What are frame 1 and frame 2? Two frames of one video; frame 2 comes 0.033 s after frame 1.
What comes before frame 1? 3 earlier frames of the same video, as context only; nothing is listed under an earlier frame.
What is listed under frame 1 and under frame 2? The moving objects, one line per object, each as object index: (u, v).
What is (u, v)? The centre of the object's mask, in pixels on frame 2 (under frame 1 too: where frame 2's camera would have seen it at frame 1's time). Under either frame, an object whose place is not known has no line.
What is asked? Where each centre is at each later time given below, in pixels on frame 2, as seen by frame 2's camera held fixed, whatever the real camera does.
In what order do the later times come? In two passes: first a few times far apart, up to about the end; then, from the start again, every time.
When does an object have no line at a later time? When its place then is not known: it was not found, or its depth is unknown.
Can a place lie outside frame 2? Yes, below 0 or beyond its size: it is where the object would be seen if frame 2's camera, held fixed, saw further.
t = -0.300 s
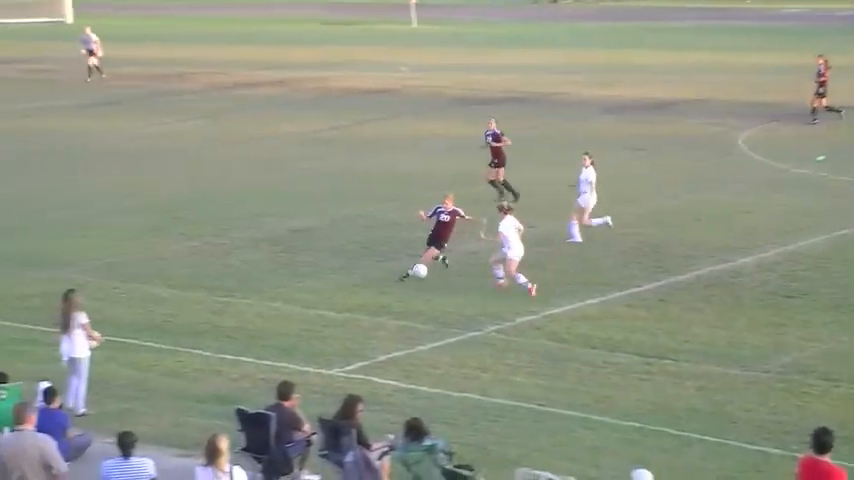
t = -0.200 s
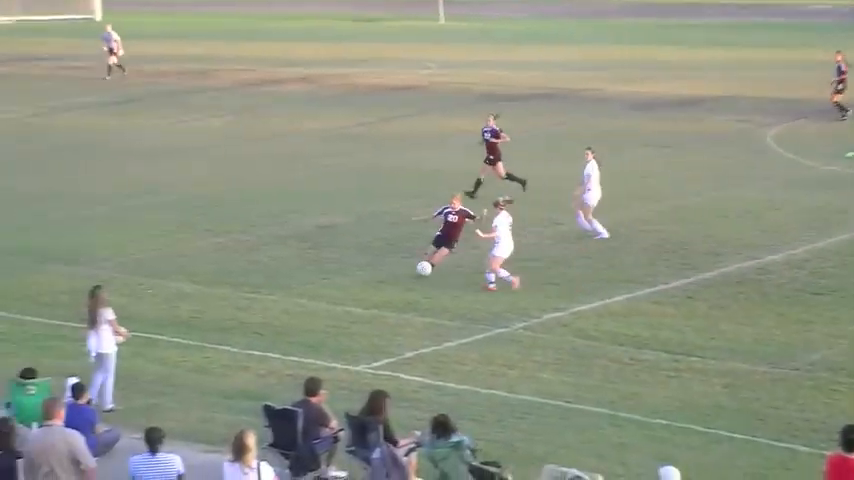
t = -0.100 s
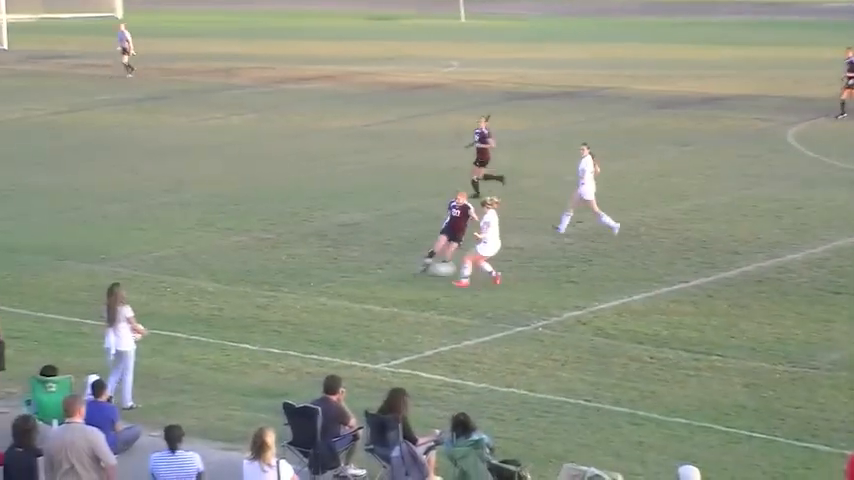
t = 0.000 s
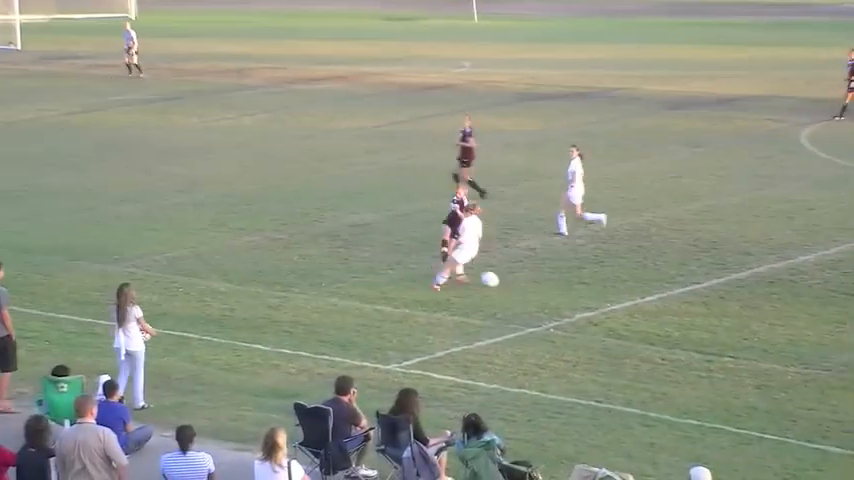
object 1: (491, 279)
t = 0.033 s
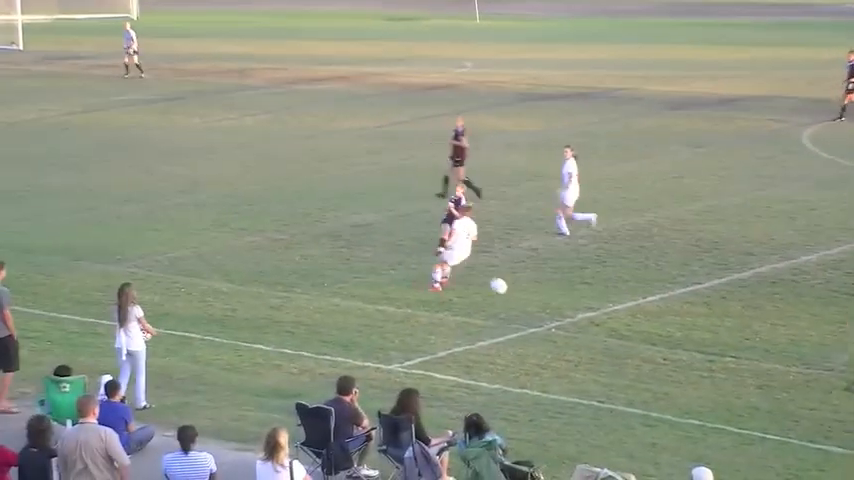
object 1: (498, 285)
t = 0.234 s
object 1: (528, 302)
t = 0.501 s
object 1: (566, 334)
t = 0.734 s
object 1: (588, 349)
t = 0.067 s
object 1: (504, 292)
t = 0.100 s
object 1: (511, 300)
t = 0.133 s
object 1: (516, 303)
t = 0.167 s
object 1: (520, 302)
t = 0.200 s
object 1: (524, 302)
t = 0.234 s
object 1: (528, 302)
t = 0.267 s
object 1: (532, 304)
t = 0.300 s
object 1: (537, 305)
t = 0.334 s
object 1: (541, 308)
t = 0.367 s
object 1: (546, 312)
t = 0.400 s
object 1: (550, 316)
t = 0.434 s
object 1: (556, 321)
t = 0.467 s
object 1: (560, 327)
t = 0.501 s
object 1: (566, 334)
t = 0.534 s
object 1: (571, 341)
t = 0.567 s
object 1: (574, 341)
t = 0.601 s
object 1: (577, 341)
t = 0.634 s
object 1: (580, 342)
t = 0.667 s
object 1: (583, 343)
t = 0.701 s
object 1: (585, 345)
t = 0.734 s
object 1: (588, 349)
